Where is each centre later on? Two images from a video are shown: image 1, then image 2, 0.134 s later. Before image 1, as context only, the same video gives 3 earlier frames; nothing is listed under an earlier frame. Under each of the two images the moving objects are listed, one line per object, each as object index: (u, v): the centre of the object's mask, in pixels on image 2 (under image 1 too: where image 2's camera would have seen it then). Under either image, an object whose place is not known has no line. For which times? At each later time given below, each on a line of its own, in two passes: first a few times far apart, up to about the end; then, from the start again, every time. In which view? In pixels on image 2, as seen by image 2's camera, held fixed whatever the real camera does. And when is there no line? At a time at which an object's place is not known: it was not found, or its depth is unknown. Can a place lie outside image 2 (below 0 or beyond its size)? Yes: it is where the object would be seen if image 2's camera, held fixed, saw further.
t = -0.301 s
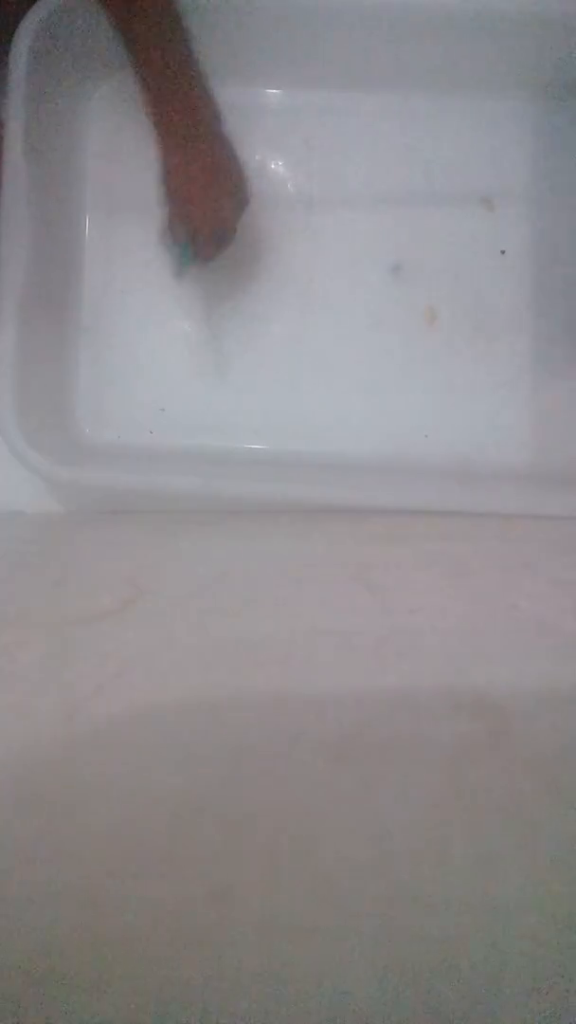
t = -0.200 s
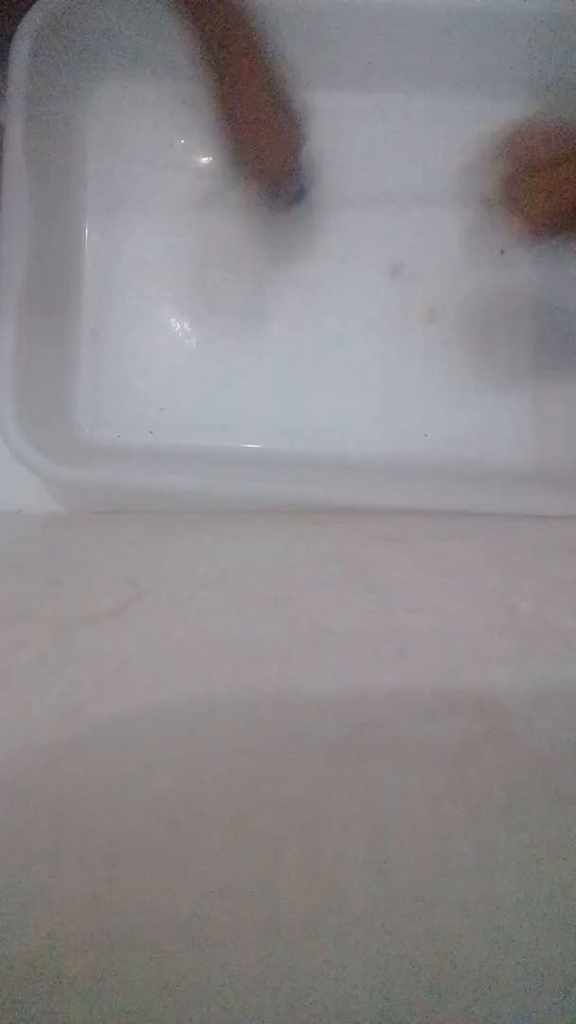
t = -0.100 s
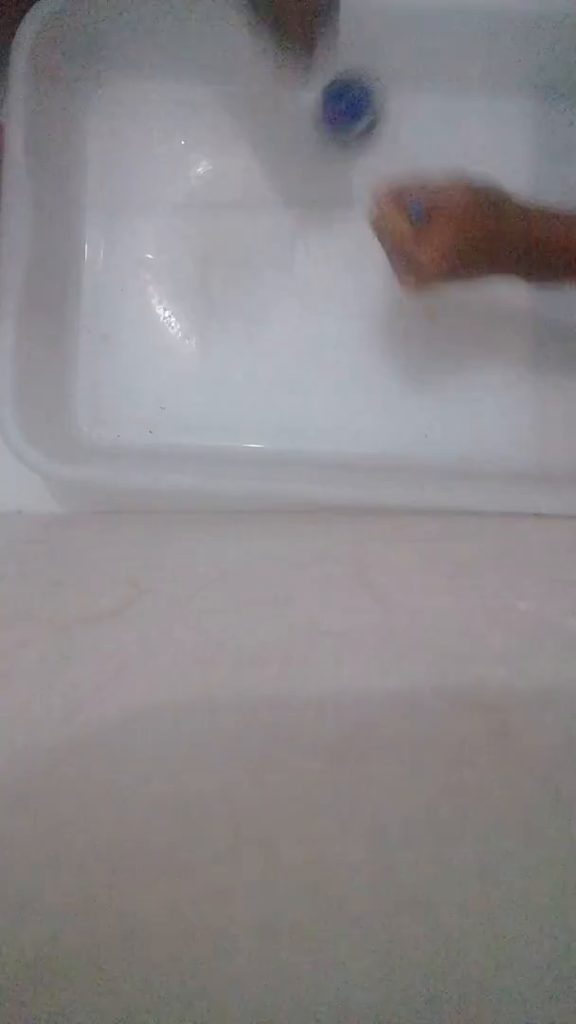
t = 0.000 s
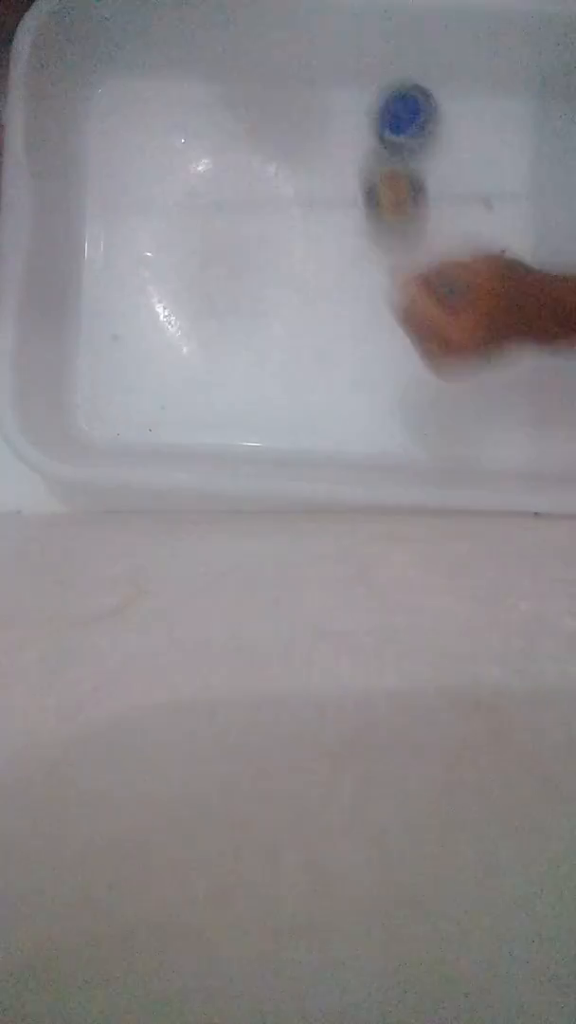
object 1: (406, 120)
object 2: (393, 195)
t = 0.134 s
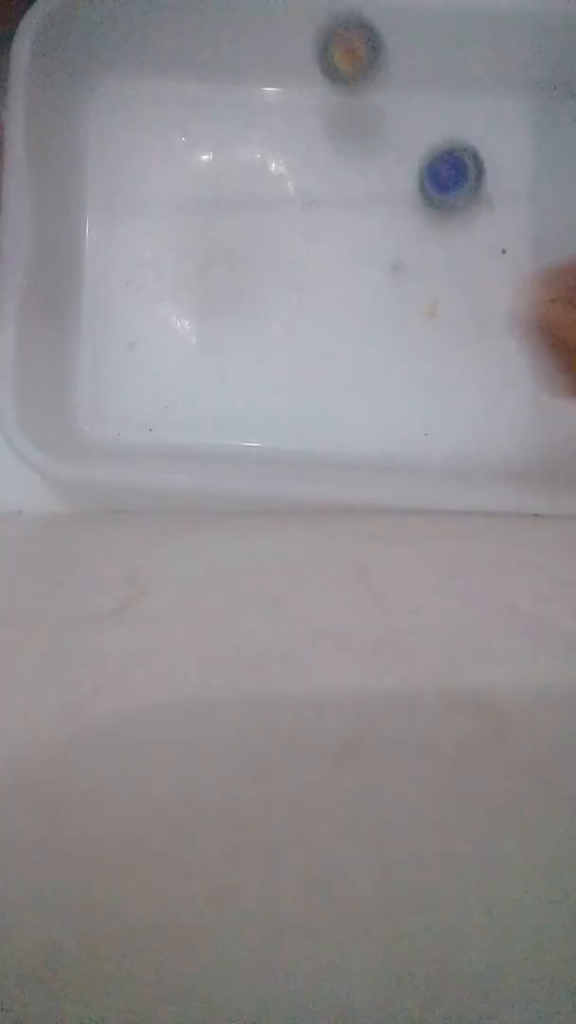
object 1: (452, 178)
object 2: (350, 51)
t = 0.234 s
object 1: (458, 229)
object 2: (327, 115)
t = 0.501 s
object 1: (370, 361)
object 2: (204, 173)
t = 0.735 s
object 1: (132, 414)
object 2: (121, 120)
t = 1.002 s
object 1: (100, 187)
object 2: (98, 117)
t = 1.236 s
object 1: (108, 94)
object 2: (297, 135)
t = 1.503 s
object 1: (239, 145)
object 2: (366, 175)
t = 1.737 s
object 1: (258, 255)
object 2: (363, 188)
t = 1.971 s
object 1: (182, 309)
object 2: (227, 202)
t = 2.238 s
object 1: (187, 257)
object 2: (133, 149)
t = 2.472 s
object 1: (240, 232)
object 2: (114, 85)
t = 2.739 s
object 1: (282, 264)
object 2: (142, 173)
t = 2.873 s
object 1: (271, 285)
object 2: (178, 206)
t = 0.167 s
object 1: (456, 196)
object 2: (341, 53)
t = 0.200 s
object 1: (458, 211)
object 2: (334, 85)
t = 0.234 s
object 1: (458, 229)
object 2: (327, 115)
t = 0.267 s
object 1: (454, 245)
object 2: (316, 118)
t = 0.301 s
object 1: (449, 261)
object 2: (305, 128)
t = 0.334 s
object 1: (442, 277)
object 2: (294, 144)
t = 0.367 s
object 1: (431, 294)
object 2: (281, 155)
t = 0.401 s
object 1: (419, 312)
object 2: (266, 163)
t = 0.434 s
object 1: (406, 328)
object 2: (247, 169)
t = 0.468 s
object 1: (388, 345)
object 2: (227, 173)
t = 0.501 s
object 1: (370, 361)
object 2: (204, 173)
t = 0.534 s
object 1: (349, 377)
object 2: (179, 172)
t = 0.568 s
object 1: (324, 394)
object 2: (153, 169)
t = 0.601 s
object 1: (294, 408)
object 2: (125, 163)
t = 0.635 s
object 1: (261, 423)
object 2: (99, 154)
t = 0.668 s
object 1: (224, 425)
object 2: (108, 143)
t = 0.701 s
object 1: (180, 419)
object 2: (117, 132)
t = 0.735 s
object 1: (132, 414)
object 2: (121, 120)
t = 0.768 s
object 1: (86, 406)
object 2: (123, 107)
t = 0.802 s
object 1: (84, 374)
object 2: (121, 90)
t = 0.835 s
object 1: (96, 339)
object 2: (120, 92)
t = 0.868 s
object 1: (103, 306)
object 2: (118, 106)
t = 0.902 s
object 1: (108, 274)
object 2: (114, 117)
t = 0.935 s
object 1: (108, 239)
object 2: (107, 126)
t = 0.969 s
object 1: (103, 203)
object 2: (99, 135)
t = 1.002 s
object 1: (100, 187)
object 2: (98, 117)
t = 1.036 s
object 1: (97, 186)
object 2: (113, 81)
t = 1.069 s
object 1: (94, 181)
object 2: (147, 85)
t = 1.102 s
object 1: (98, 170)
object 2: (180, 97)
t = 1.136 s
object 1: (100, 156)
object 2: (216, 109)
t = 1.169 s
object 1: (101, 135)
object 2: (248, 121)
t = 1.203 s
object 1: (103, 114)
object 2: (273, 128)
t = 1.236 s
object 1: (108, 94)
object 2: (297, 135)
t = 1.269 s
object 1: (118, 88)
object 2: (318, 143)
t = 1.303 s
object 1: (134, 95)
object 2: (336, 149)
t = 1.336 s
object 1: (148, 103)
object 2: (349, 154)
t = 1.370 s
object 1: (165, 112)
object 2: (360, 161)
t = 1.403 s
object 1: (181, 120)
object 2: (366, 165)
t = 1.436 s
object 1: (196, 125)
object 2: (369, 167)
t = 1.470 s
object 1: (220, 137)
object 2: (369, 173)
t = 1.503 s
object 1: (239, 145)
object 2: (366, 175)
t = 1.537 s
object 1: (261, 163)
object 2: (359, 177)
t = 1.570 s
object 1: (278, 172)
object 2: (350, 181)
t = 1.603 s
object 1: (278, 186)
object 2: (355, 183)
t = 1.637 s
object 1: (276, 202)
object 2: (361, 185)
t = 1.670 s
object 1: (271, 218)
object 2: (365, 186)
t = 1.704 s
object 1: (265, 235)
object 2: (366, 187)
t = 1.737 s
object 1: (258, 255)
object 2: (363, 188)
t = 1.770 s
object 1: (248, 270)
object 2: (356, 188)
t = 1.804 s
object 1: (236, 285)
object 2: (344, 188)
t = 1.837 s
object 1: (224, 297)
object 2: (329, 189)
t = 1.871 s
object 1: (211, 307)
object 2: (309, 190)
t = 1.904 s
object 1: (199, 311)
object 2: (284, 192)
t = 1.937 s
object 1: (191, 312)
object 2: (255, 199)
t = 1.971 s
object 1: (182, 309)
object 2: (227, 202)
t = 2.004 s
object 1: (175, 303)
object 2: (193, 207)
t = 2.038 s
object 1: (172, 296)
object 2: (157, 205)
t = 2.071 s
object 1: (170, 289)
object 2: (127, 205)
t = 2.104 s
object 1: (170, 284)
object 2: (100, 200)
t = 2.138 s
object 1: (173, 276)
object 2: (110, 188)
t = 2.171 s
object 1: (177, 268)
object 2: (122, 174)
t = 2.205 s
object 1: (181, 264)
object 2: (128, 162)
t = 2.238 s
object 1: (187, 257)
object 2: (133, 149)
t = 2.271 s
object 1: (194, 250)
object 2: (133, 138)
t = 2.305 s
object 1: (197, 245)
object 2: (130, 129)
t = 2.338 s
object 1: (201, 239)
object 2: (123, 120)
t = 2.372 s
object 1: (209, 233)
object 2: (114, 111)
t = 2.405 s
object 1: (218, 231)
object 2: (100, 104)
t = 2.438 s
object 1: (229, 230)
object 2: (104, 92)
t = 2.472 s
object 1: (240, 232)
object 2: (114, 85)
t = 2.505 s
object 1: (250, 236)
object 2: (124, 96)
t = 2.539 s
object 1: (260, 238)
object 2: (129, 108)
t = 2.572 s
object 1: (267, 242)
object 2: (133, 119)
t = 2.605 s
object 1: (271, 245)
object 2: (133, 129)
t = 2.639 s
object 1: (274, 249)
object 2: (133, 141)
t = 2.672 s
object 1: (278, 254)
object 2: (135, 152)
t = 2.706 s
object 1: (280, 259)
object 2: (137, 162)
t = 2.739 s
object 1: (282, 264)
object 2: (142, 173)
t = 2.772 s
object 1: (284, 269)
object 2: (150, 182)
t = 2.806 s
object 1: (285, 273)
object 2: (159, 191)
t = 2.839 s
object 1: (266, 285)
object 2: (154, 203)
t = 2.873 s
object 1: (271, 285)
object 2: (178, 206)
